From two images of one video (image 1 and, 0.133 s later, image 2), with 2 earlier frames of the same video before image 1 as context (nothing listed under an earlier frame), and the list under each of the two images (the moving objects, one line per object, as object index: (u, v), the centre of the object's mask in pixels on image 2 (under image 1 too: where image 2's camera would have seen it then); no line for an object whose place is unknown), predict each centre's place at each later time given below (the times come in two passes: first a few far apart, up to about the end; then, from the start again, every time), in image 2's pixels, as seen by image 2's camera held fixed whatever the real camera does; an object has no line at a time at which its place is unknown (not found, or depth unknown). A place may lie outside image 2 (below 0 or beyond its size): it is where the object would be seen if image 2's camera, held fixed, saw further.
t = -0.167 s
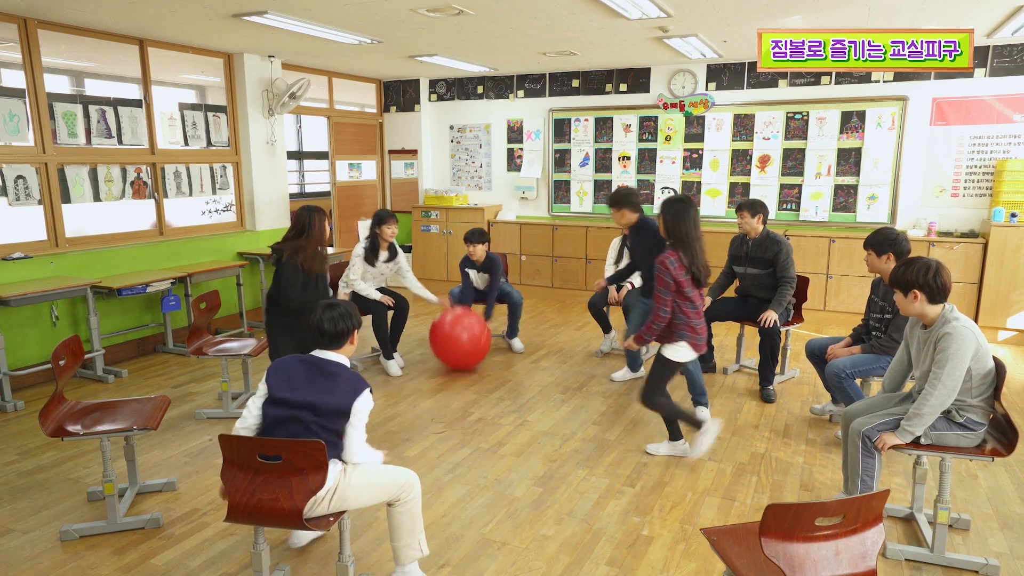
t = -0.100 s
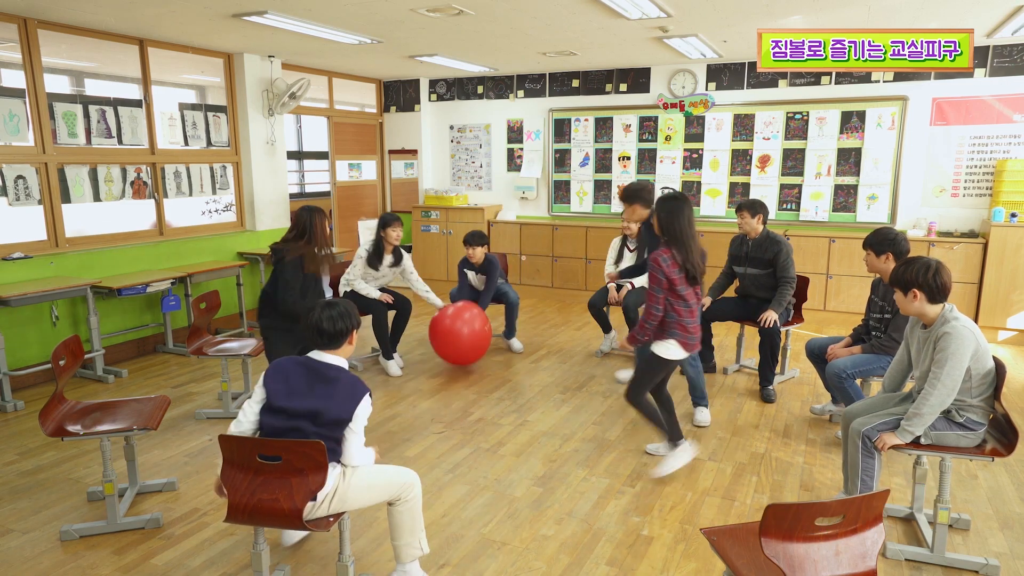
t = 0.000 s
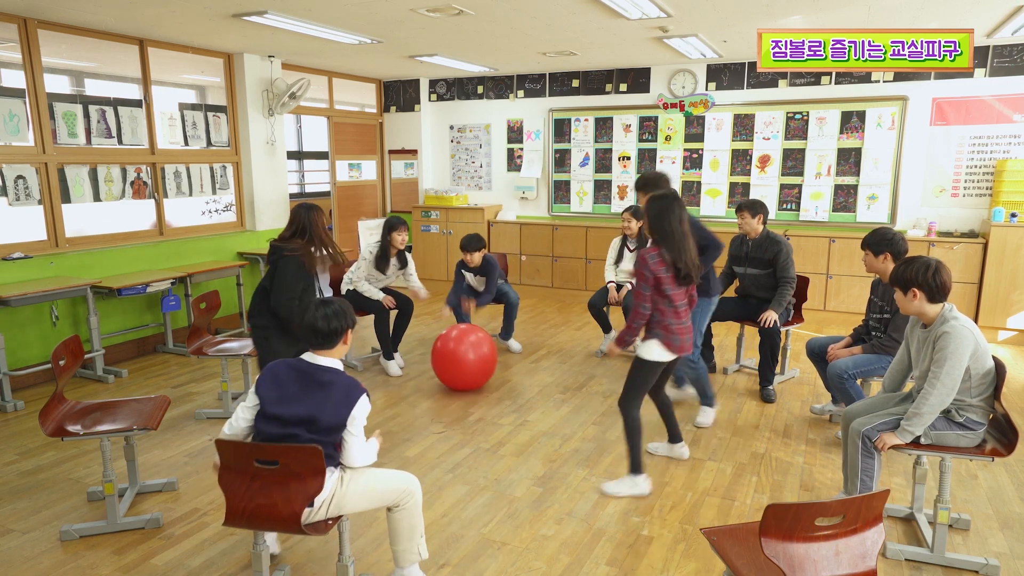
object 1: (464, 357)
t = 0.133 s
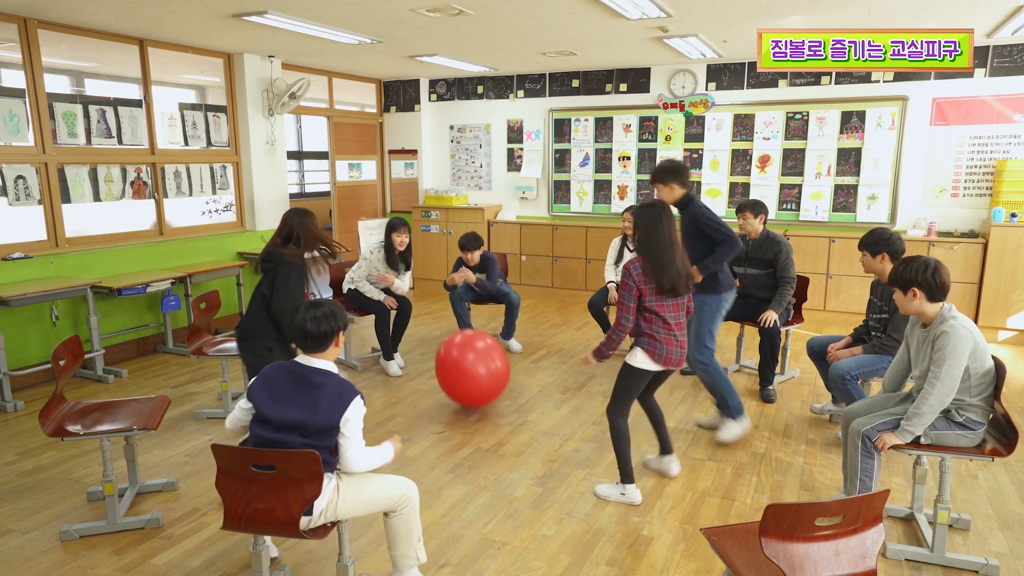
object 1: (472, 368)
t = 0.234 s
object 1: (480, 392)
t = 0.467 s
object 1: (502, 436)
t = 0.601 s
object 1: (521, 475)
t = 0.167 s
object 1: (475, 374)
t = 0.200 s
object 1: (477, 382)
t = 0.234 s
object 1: (480, 392)
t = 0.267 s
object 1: (482, 400)
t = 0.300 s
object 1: (485, 405)
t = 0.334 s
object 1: (488, 409)
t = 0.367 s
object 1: (491, 414)
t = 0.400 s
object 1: (495, 421)
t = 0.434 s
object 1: (498, 428)
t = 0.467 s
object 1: (502, 436)
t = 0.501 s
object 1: (507, 446)
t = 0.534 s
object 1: (512, 458)
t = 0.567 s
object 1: (516, 469)
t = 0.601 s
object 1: (521, 475)
